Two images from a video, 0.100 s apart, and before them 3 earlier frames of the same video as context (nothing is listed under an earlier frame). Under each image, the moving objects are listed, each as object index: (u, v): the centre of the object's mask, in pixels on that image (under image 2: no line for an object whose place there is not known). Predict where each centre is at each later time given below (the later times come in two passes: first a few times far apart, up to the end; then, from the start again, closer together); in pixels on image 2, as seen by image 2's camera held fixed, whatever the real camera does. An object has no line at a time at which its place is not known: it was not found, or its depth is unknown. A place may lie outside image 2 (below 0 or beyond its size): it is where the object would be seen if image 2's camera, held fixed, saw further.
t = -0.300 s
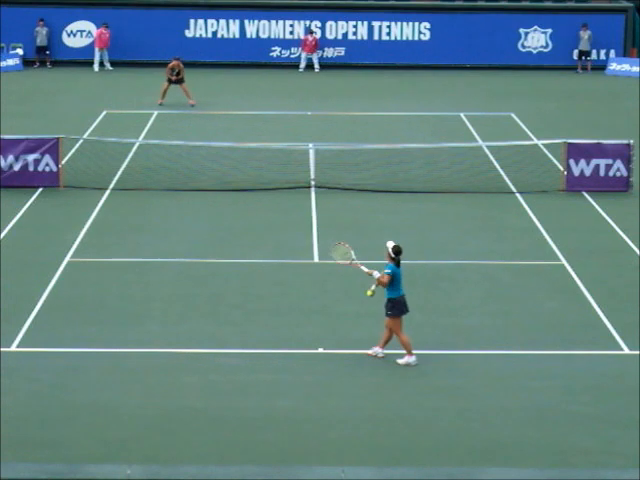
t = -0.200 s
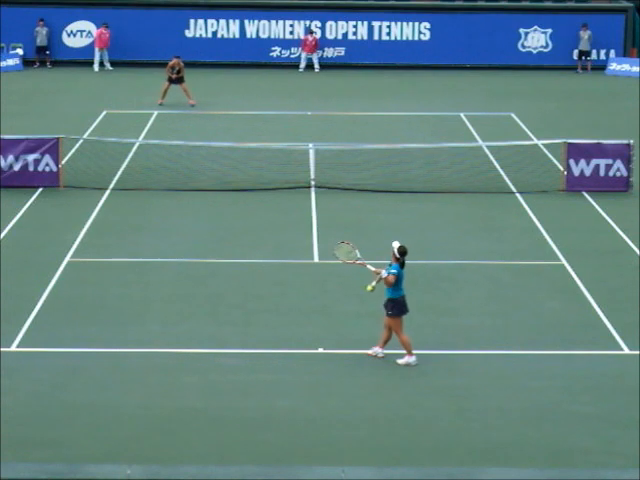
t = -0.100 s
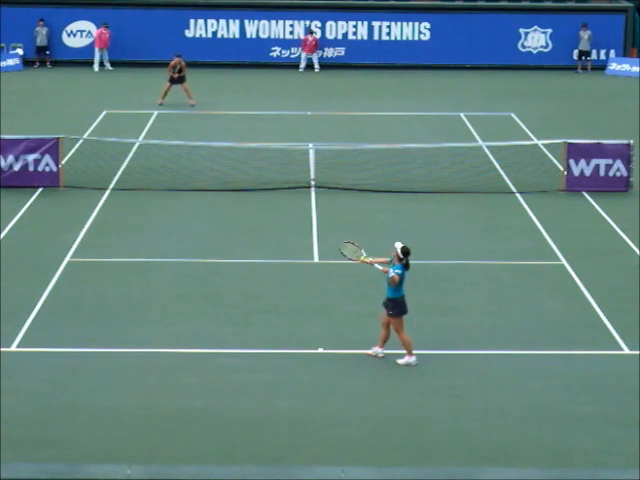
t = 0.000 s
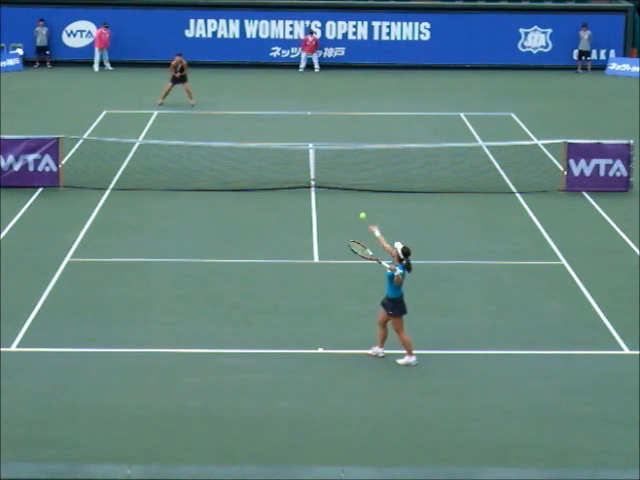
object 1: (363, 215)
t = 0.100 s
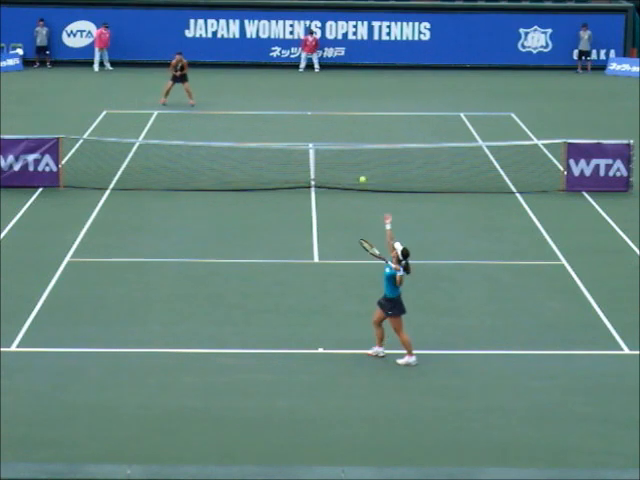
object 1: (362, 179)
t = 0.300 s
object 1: (361, 129)
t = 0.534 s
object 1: (359, 109)
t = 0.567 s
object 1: (358, 109)
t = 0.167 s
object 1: (362, 159)
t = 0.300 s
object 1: (361, 129)
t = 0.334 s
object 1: (361, 123)
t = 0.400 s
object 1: (360, 115)
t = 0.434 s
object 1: (360, 112)
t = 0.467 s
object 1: (359, 111)
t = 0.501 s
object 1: (359, 109)
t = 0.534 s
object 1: (359, 109)
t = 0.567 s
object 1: (358, 109)
